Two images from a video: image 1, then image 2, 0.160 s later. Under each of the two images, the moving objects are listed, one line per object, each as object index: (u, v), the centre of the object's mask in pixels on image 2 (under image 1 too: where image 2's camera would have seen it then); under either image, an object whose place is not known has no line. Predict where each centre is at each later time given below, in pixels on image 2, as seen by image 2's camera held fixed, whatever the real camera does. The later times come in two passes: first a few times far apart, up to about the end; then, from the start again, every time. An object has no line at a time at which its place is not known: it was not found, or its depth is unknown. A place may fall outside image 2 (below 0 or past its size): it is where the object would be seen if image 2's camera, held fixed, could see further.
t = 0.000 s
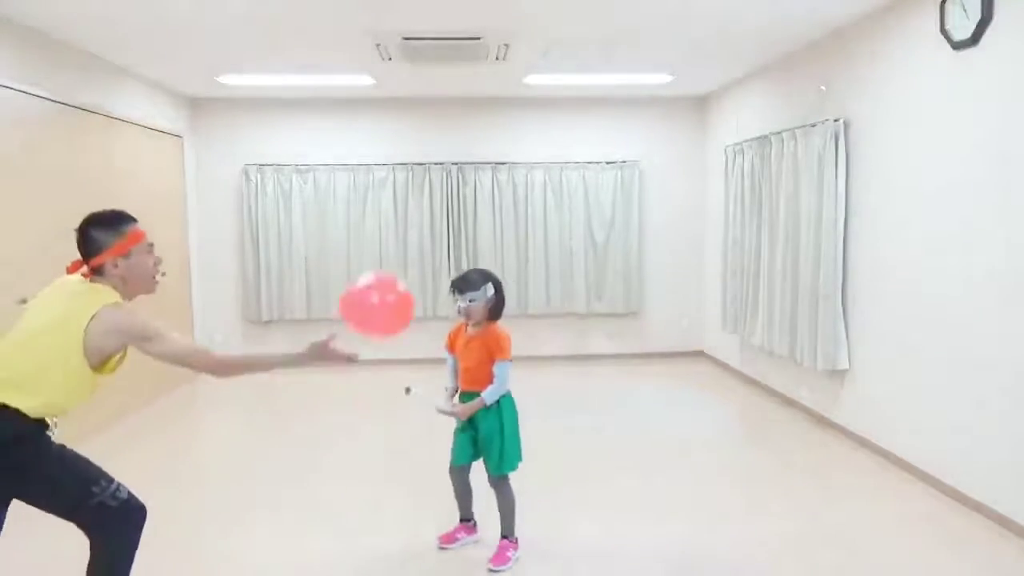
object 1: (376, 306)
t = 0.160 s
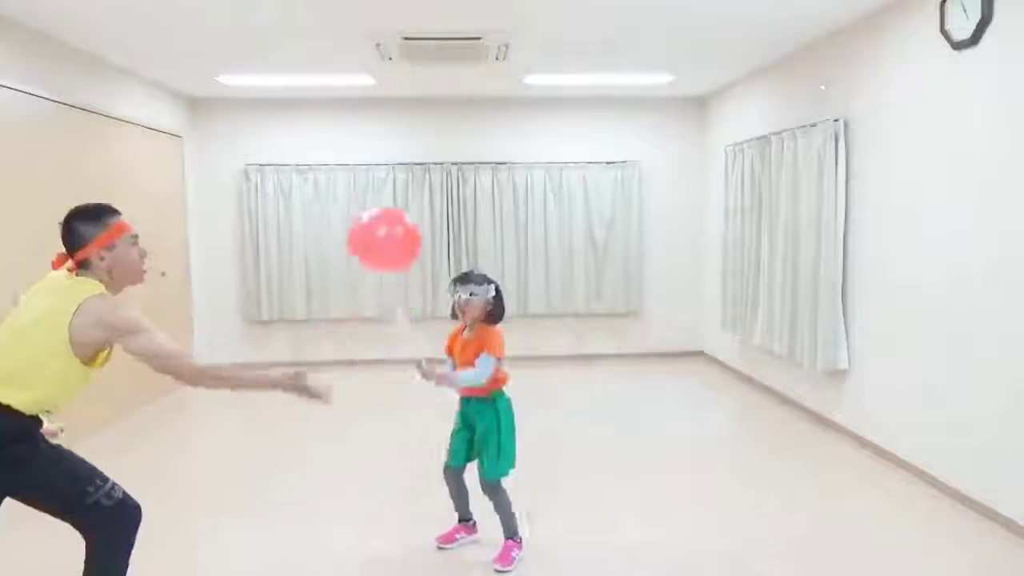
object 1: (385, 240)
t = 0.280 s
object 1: (385, 216)
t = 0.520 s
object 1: (390, 210)
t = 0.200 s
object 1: (385, 232)
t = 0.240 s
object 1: (385, 225)
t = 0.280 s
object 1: (385, 216)
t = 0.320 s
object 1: (385, 213)
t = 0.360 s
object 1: (387, 211)
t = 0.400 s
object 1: (387, 210)
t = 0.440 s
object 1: (389, 209)
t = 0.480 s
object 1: (390, 209)
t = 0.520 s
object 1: (390, 210)
